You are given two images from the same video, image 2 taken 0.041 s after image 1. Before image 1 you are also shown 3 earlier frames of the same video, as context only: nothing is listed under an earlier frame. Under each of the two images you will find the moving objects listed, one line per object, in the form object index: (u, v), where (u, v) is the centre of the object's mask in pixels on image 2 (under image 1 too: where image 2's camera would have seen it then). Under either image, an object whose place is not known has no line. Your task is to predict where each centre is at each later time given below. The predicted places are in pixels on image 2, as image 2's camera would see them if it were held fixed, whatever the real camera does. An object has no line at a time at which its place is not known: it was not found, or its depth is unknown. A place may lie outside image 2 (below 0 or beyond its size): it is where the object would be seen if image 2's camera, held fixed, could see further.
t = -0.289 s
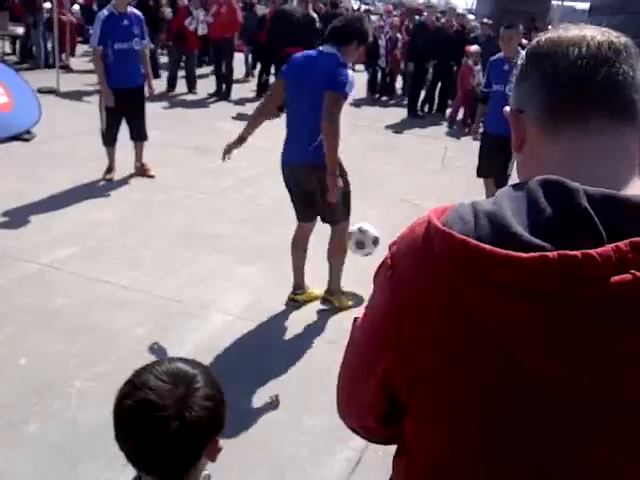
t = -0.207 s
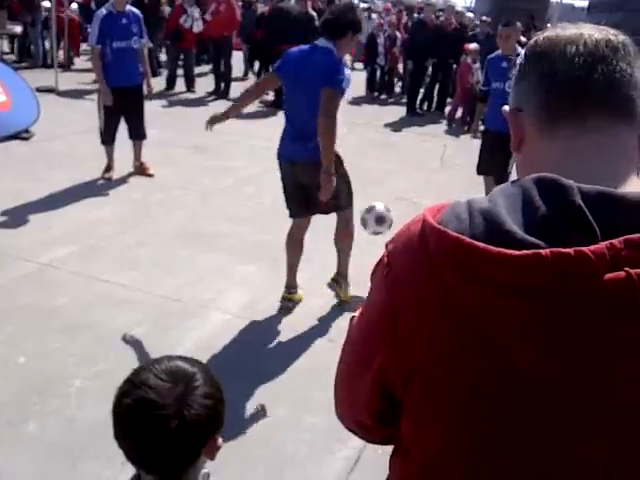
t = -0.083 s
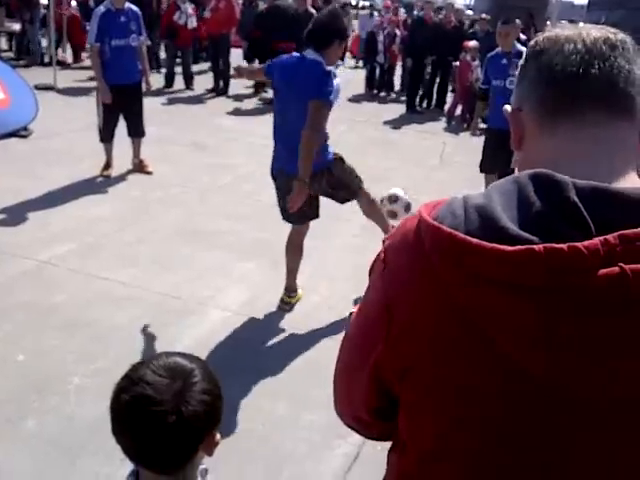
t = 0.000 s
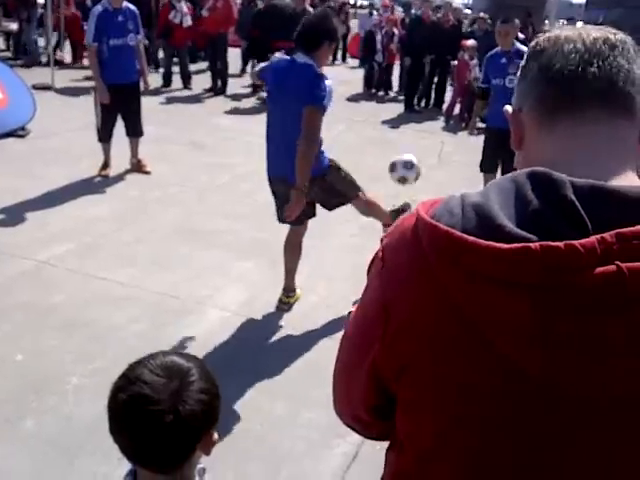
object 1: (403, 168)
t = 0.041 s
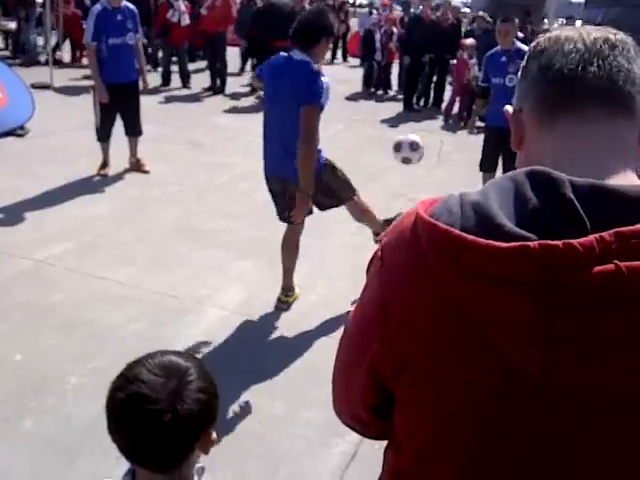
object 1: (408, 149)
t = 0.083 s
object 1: (412, 132)
